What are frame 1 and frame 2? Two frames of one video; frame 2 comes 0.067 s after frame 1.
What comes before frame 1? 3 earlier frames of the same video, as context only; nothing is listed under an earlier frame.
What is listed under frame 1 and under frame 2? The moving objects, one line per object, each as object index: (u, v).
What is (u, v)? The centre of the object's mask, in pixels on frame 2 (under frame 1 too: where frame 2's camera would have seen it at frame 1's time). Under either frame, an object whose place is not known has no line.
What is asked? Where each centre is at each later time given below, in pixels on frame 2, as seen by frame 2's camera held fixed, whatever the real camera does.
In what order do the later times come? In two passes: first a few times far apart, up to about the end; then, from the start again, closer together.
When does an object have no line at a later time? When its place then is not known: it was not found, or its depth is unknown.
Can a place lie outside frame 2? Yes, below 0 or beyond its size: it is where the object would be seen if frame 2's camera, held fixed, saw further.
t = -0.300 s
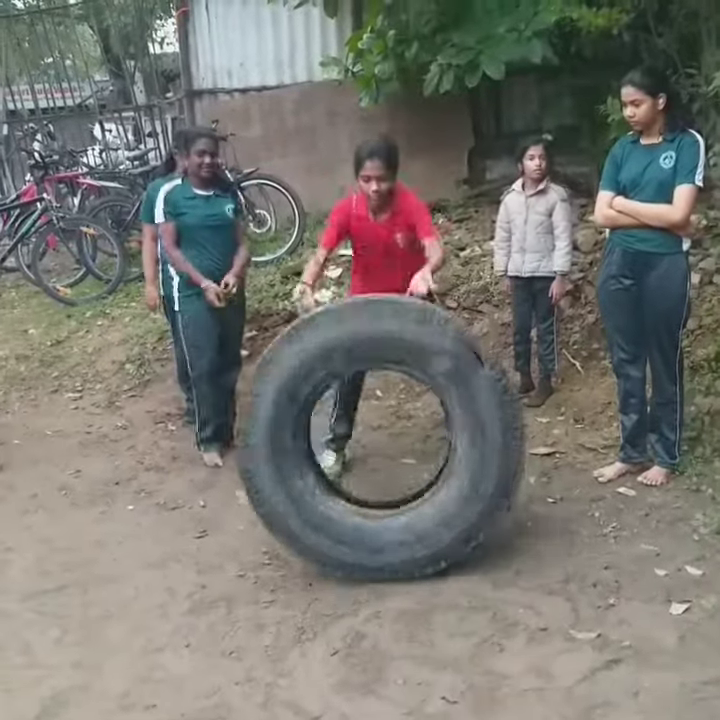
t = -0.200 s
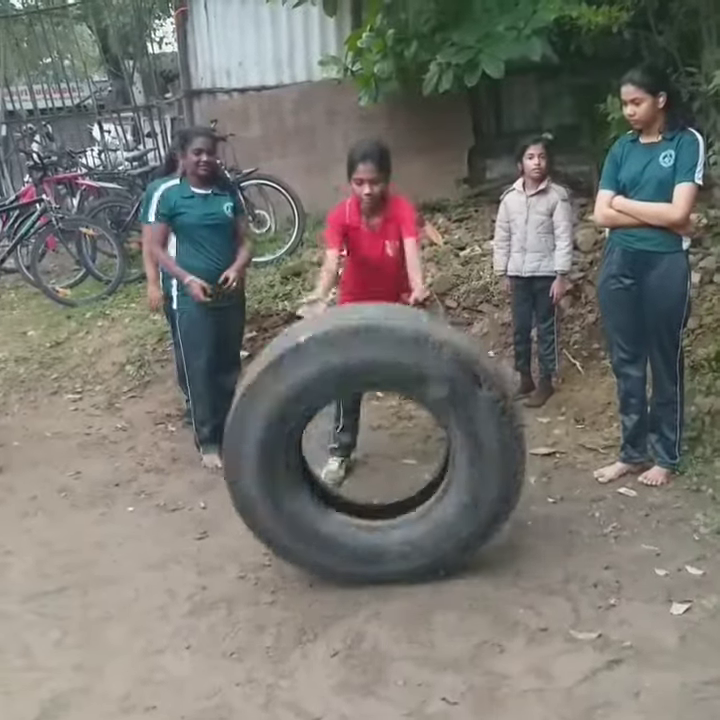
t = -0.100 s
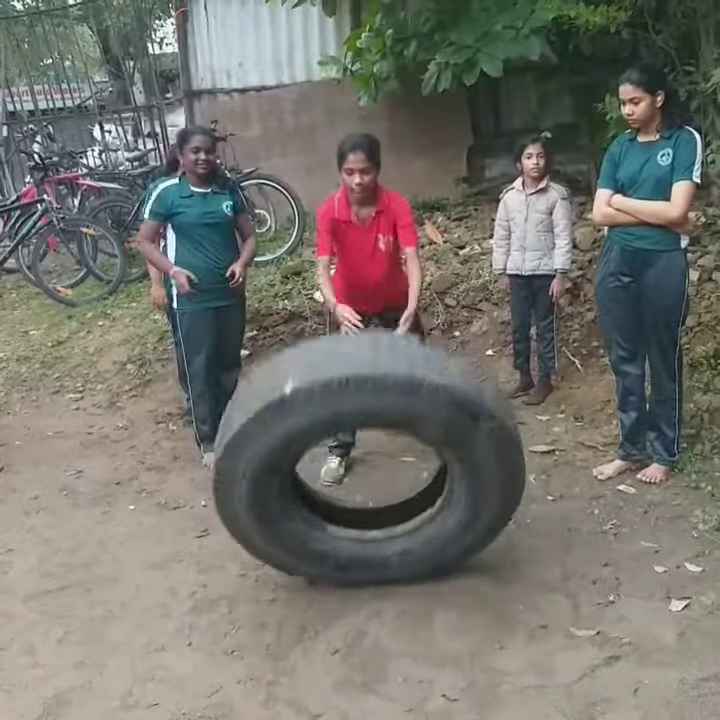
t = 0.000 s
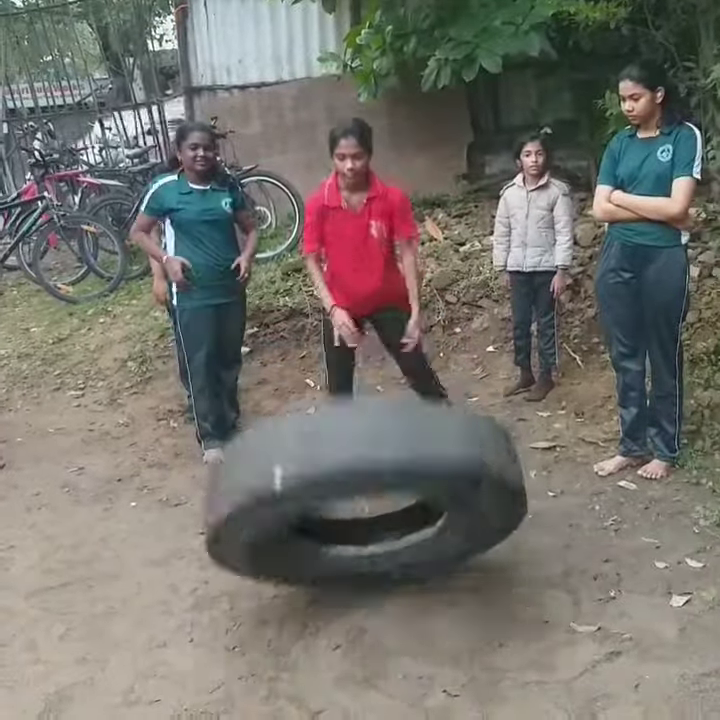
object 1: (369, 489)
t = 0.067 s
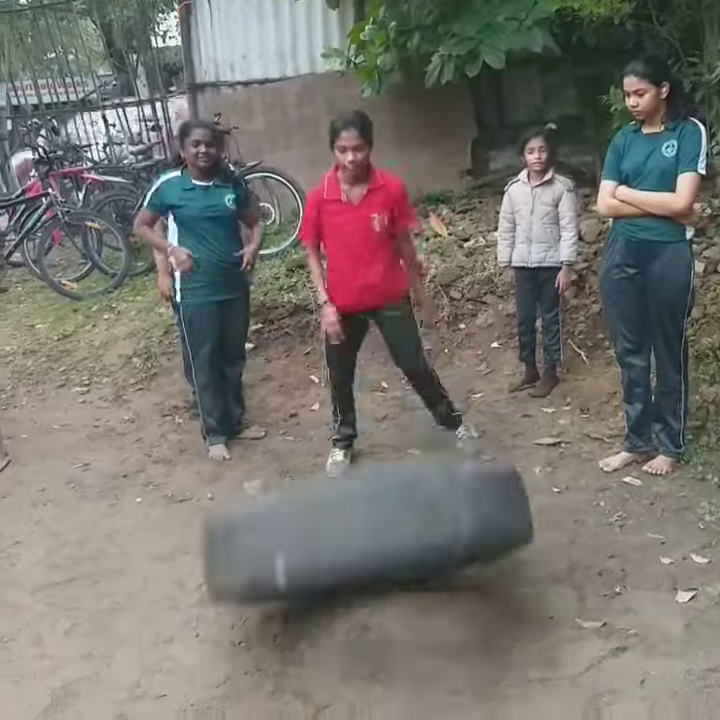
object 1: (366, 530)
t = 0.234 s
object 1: (378, 620)
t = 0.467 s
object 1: (411, 583)
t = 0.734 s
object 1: (426, 645)
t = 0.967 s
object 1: (426, 648)
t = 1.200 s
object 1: (429, 653)
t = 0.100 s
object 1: (365, 568)
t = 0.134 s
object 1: (371, 611)
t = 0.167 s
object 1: (373, 622)
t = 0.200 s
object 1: (374, 623)
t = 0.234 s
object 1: (378, 620)
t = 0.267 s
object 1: (384, 616)
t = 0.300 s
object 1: (390, 605)
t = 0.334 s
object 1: (394, 596)
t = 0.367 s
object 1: (398, 590)
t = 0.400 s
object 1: (403, 585)
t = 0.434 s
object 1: (407, 584)
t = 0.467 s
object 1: (411, 583)
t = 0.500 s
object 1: (414, 586)
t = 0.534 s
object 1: (418, 592)
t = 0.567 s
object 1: (420, 601)
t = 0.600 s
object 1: (418, 612)
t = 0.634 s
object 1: (418, 633)
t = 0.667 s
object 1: (420, 641)
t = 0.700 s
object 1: (427, 645)
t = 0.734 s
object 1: (426, 645)
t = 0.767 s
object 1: (424, 643)
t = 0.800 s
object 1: (423, 641)
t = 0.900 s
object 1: (423, 644)
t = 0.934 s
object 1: (425, 646)
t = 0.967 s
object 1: (426, 648)
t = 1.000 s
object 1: (429, 650)
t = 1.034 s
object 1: (429, 649)
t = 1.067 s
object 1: (428, 648)
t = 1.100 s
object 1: (427, 648)
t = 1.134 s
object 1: (427, 649)
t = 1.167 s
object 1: (429, 652)
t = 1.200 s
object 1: (429, 653)
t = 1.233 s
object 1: (429, 653)
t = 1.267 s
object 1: (429, 652)
